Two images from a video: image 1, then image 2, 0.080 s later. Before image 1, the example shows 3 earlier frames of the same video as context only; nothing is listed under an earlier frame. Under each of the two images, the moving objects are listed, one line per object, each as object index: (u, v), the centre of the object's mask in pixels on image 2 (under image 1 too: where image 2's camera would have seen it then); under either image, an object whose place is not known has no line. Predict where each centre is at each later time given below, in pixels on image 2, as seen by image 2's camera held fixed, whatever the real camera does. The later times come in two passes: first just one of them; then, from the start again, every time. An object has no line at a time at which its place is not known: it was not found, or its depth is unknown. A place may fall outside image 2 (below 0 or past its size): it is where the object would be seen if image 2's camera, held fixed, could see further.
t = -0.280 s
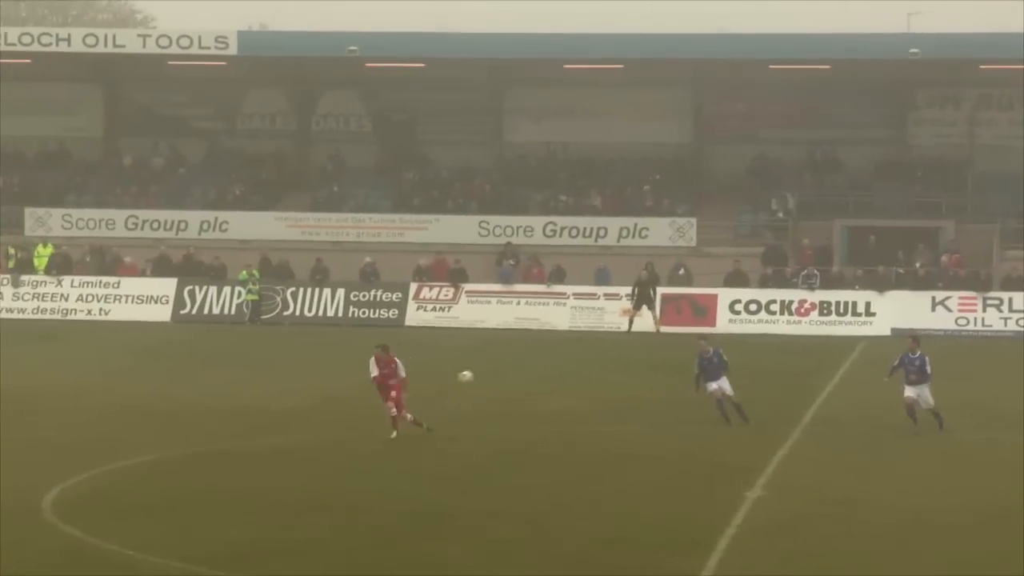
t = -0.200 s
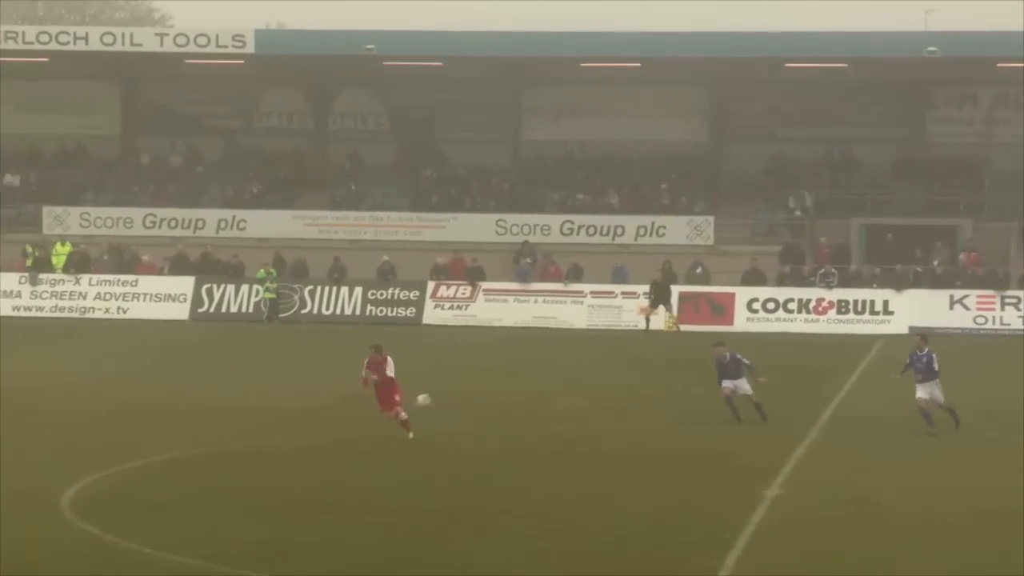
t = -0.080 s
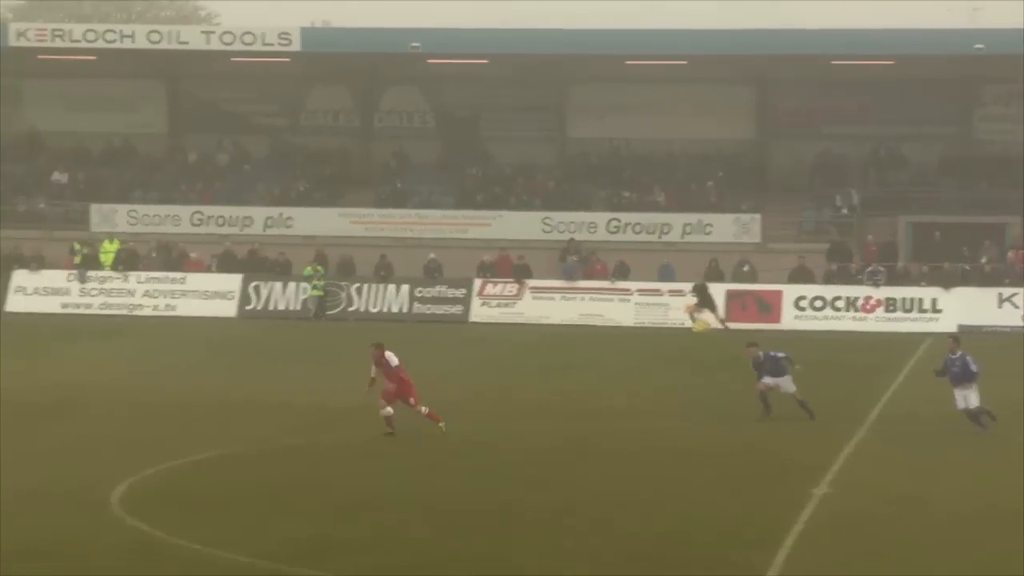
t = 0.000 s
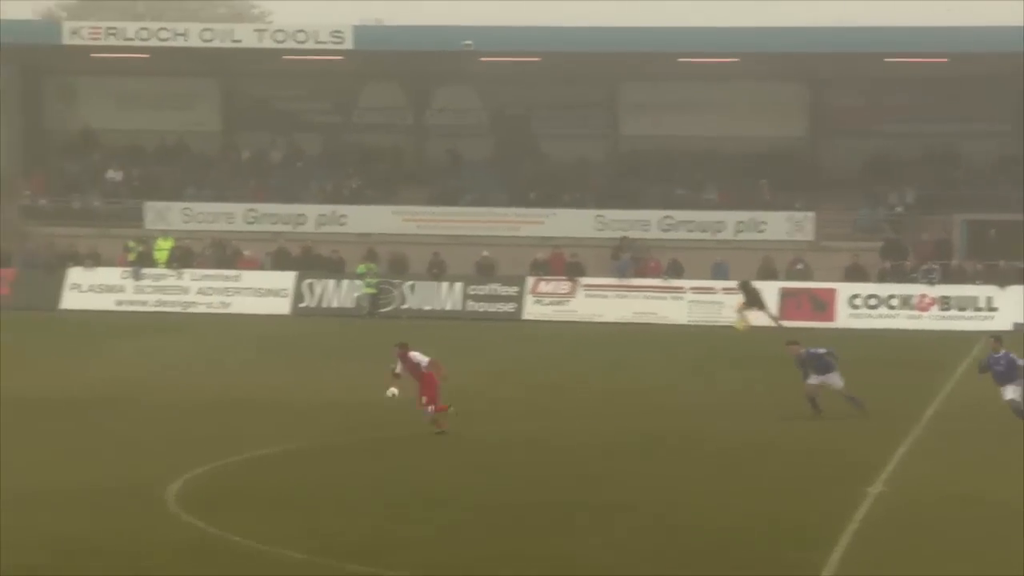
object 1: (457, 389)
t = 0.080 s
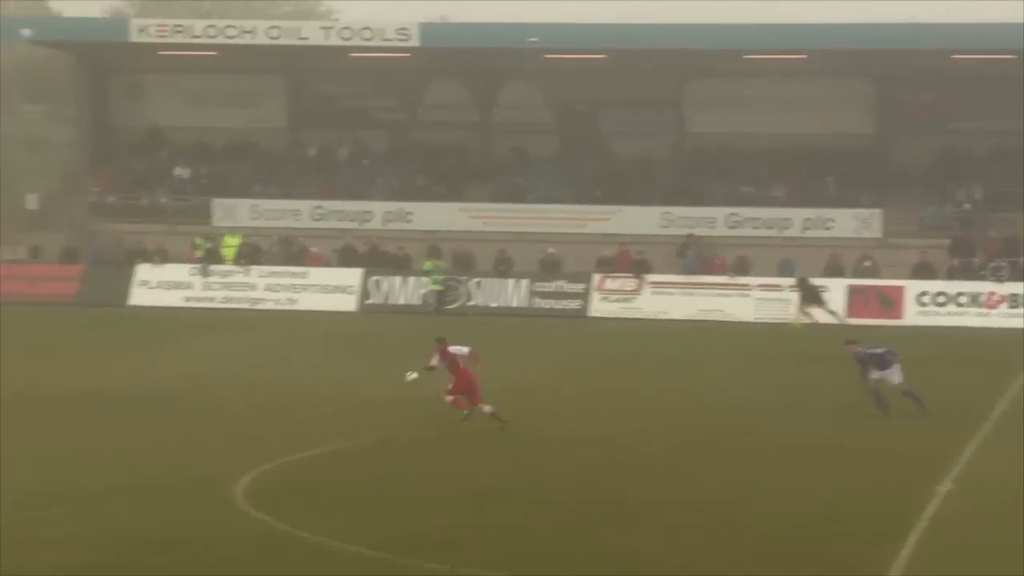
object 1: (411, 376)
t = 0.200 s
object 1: (340, 365)
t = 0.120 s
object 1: (388, 372)
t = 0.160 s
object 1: (364, 368)
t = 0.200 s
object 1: (340, 365)
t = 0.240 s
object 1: (316, 364)
